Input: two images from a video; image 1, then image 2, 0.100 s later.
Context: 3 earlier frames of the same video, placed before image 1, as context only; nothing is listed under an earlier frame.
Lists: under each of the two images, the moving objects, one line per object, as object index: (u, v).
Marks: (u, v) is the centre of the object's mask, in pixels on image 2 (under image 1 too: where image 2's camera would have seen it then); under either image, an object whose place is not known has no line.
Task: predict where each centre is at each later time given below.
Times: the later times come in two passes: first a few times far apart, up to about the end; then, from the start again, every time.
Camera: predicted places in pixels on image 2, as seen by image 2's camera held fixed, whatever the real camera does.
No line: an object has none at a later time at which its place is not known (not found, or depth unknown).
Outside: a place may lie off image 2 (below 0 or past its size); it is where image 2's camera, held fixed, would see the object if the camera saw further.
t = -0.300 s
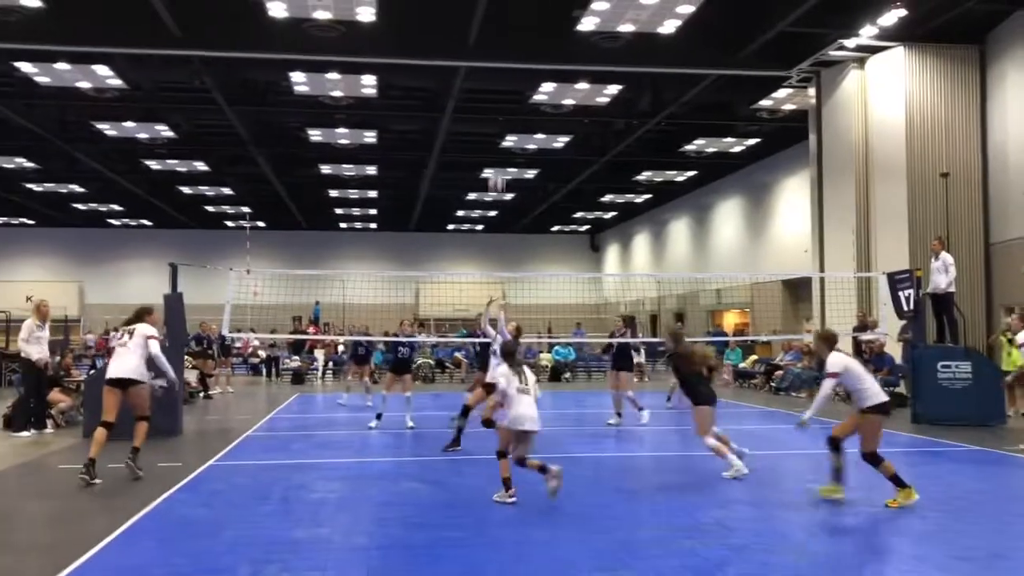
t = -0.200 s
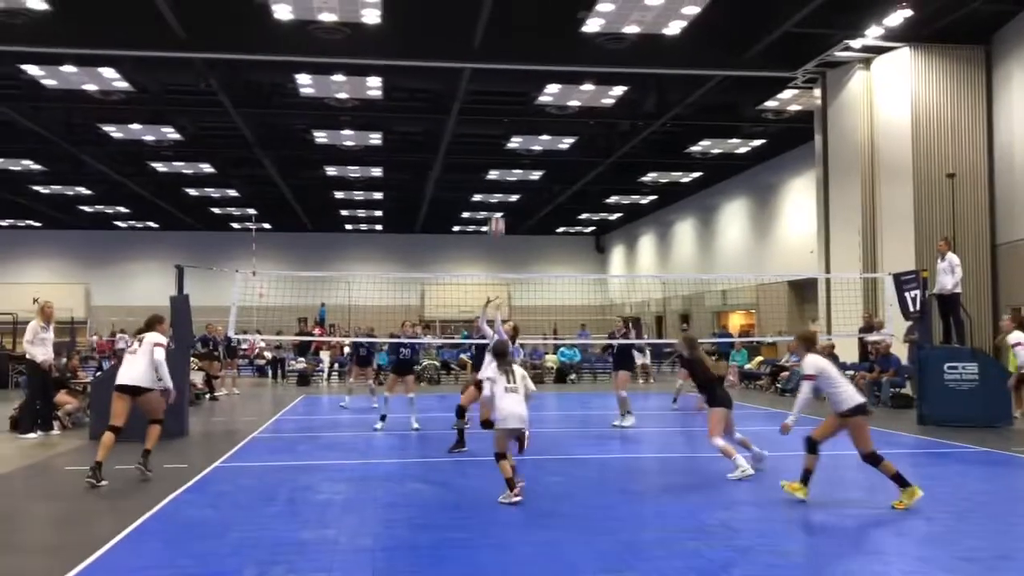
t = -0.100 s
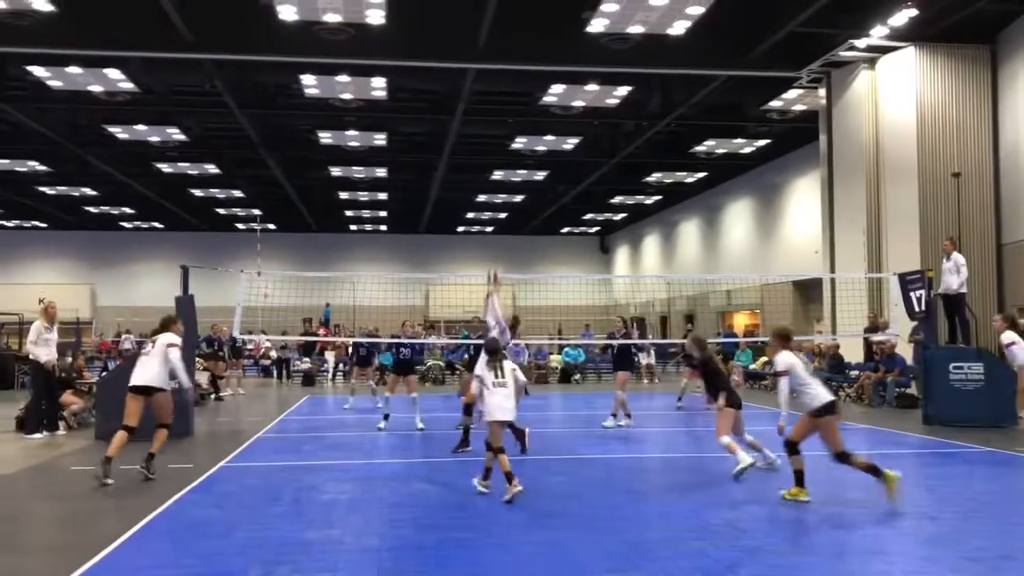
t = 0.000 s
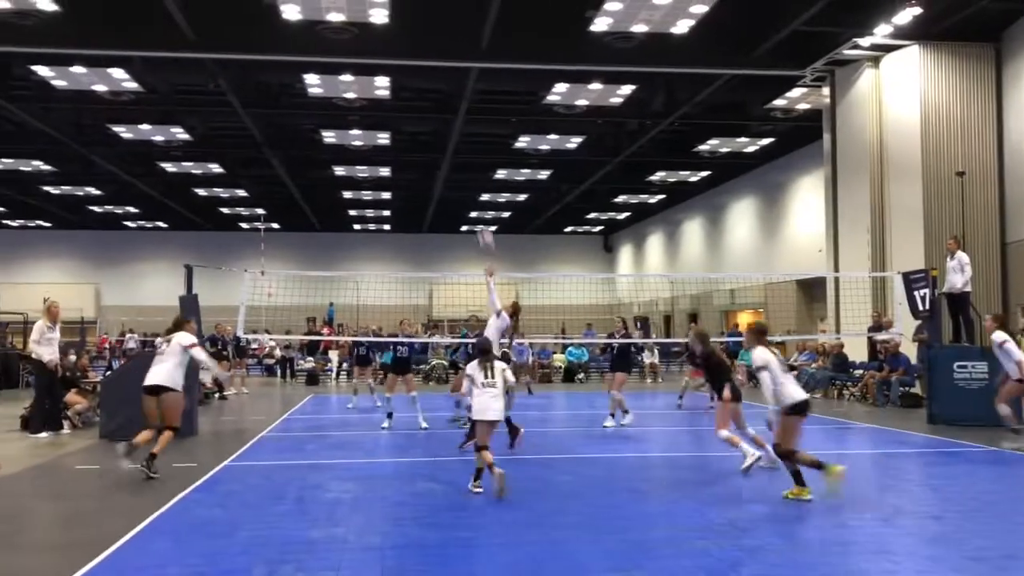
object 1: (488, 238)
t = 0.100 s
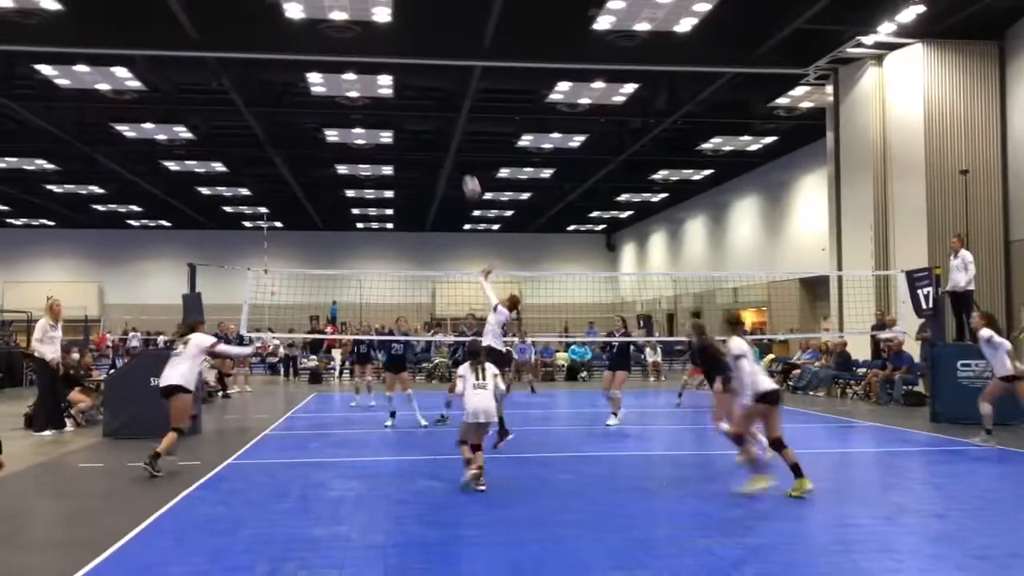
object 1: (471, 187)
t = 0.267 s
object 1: (444, 124)
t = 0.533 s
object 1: (406, 72)
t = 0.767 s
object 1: (375, 70)
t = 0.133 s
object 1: (466, 173)
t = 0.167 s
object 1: (461, 159)
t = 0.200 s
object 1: (455, 146)
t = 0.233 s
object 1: (450, 134)
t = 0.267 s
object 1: (444, 124)
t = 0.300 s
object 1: (439, 115)
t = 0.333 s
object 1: (434, 105)
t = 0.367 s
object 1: (429, 97)
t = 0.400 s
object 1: (424, 91)
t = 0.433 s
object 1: (420, 85)
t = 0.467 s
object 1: (415, 80)
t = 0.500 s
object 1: (410, 76)
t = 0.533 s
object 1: (406, 72)
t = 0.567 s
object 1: (401, 70)
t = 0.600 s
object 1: (396, 68)
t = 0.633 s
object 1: (392, 67)
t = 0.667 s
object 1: (388, 67)
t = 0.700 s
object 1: (383, 67)
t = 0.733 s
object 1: (379, 68)
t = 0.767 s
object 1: (375, 70)
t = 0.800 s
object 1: (370, 73)
